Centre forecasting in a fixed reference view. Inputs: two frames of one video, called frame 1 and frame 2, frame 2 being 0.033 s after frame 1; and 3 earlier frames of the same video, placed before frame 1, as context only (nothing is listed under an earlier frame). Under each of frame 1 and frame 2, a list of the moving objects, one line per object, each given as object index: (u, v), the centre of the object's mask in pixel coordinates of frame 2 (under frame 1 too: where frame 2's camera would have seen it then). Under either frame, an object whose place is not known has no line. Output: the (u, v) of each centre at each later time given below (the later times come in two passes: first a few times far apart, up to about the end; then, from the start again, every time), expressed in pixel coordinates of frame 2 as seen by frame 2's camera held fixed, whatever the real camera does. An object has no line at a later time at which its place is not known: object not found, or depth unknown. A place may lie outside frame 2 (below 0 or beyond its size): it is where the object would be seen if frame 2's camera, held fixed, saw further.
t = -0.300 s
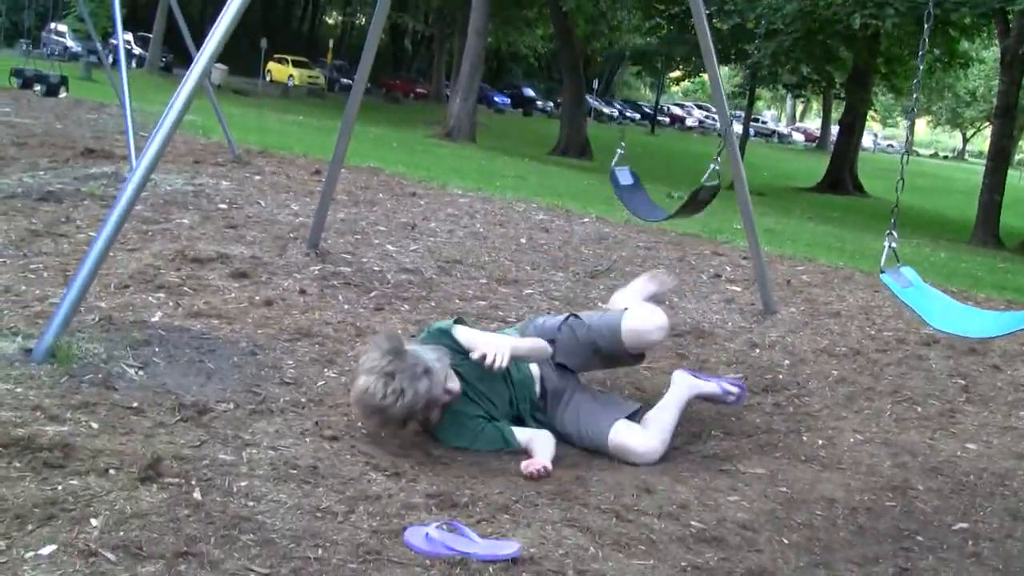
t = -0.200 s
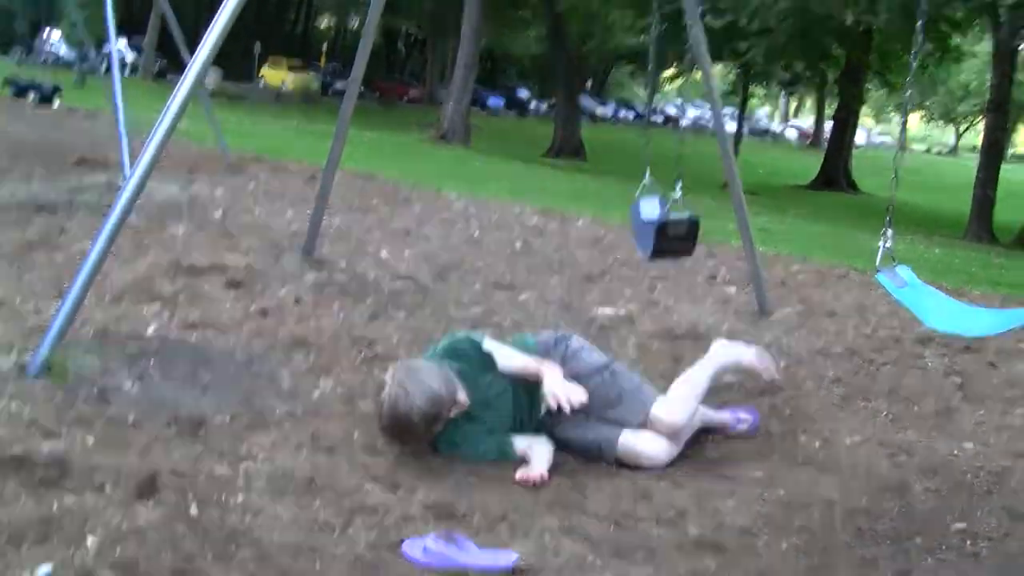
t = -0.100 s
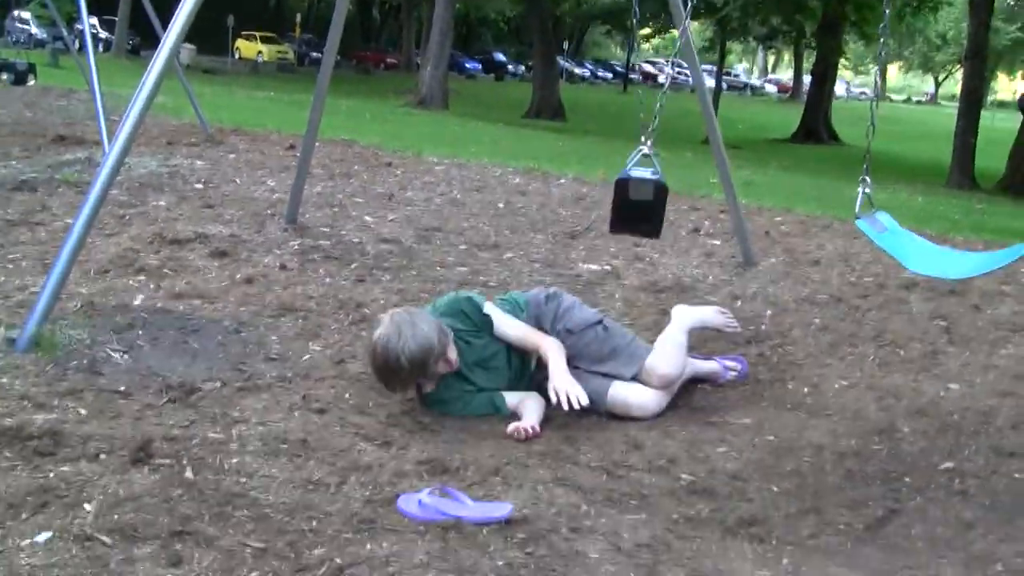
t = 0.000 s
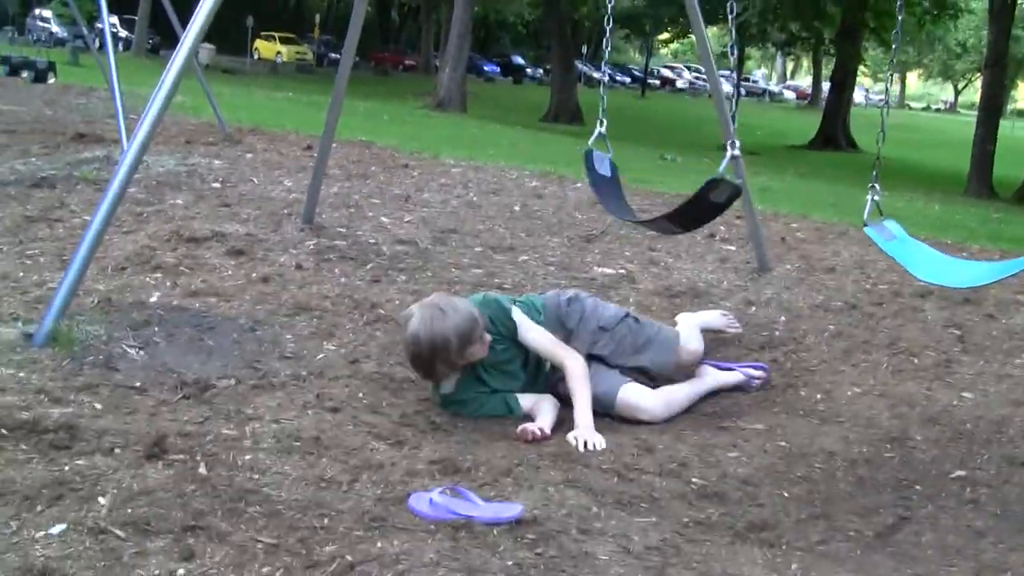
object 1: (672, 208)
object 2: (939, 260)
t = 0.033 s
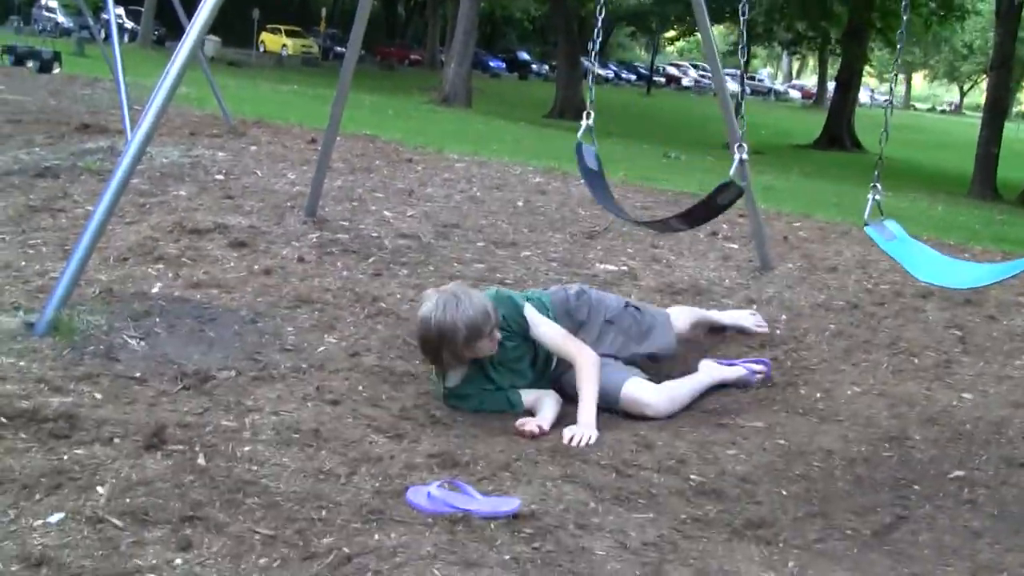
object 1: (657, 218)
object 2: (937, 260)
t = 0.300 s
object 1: (634, 164)
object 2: (948, 254)
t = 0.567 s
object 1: (670, 204)
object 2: (959, 254)
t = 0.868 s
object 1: (595, 210)
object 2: (946, 254)
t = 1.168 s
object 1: (685, 171)
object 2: (962, 254)
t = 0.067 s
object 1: (638, 224)
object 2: (939, 259)
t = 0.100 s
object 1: (620, 218)
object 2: (941, 258)
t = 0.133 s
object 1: (643, 223)
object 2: (941, 257)
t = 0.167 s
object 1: (612, 223)
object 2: (941, 256)
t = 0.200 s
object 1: (624, 215)
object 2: (943, 255)
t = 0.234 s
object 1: (616, 197)
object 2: (945, 255)
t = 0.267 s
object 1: (625, 181)
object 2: (946, 254)
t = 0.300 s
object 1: (634, 164)
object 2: (948, 254)
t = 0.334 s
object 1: (641, 158)
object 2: (952, 253)
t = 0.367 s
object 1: (650, 155)
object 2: (953, 253)
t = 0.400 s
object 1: (661, 155)
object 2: (954, 253)
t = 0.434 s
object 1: (667, 159)
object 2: (956, 253)
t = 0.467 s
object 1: (666, 166)
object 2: (959, 252)
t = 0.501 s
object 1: (671, 175)
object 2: (959, 253)
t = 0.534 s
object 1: (673, 188)
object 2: (959, 254)
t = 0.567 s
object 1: (670, 204)
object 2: (959, 254)
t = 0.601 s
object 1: (662, 215)
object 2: (957, 254)
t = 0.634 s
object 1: (682, 221)
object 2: (956, 255)
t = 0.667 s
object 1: (640, 210)
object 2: (955, 255)
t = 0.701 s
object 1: (658, 215)
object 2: (954, 255)
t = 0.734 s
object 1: (656, 212)
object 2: (952, 254)
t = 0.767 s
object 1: (640, 213)
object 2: (949, 255)
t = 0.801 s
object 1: (641, 214)
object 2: (948, 255)
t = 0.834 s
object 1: (593, 215)
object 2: (947, 254)
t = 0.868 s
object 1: (595, 210)
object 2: (946, 254)
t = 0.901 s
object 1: (595, 197)
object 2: (948, 254)
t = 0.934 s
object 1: (612, 198)
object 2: (950, 254)
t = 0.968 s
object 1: (618, 183)
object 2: (951, 254)
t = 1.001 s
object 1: (633, 171)
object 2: (952, 254)
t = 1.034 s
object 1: (651, 161)
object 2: (954, 254)
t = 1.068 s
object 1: (662, 154)
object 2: (957, 254)
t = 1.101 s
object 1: (670, 155)
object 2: (959, 253)
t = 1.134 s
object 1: (678, 161)
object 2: (960, 253)
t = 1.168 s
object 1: (685, 171)
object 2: (962, 254)
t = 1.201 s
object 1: (686, 184)
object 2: (961, 254)
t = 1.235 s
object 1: (682, 194)
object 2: (960, 254)
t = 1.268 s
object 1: (678, 210)
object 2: (959, 255)
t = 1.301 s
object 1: (662, 212)
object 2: (956, 255)
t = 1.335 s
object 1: (644, 215)
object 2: (953, 254)
